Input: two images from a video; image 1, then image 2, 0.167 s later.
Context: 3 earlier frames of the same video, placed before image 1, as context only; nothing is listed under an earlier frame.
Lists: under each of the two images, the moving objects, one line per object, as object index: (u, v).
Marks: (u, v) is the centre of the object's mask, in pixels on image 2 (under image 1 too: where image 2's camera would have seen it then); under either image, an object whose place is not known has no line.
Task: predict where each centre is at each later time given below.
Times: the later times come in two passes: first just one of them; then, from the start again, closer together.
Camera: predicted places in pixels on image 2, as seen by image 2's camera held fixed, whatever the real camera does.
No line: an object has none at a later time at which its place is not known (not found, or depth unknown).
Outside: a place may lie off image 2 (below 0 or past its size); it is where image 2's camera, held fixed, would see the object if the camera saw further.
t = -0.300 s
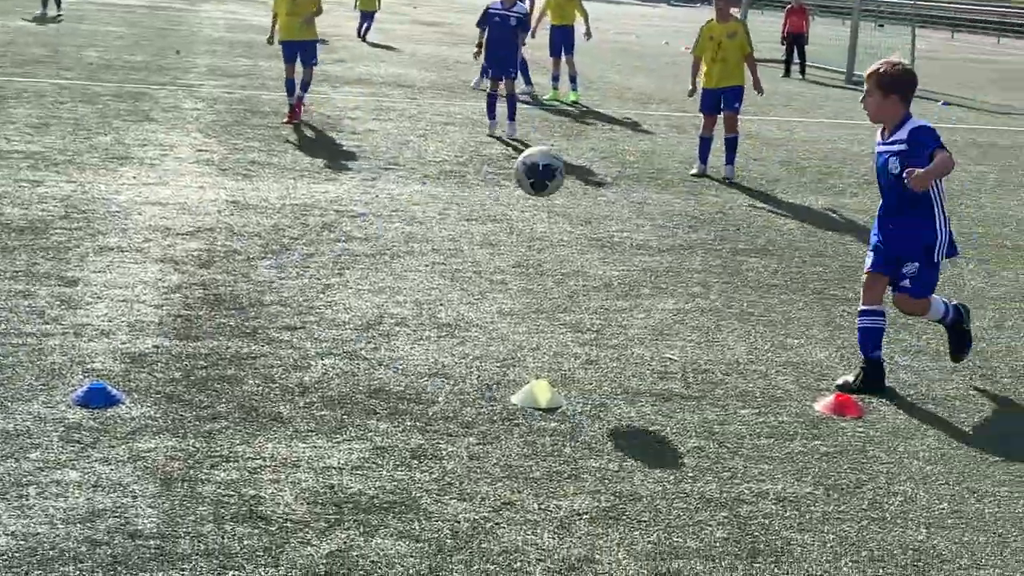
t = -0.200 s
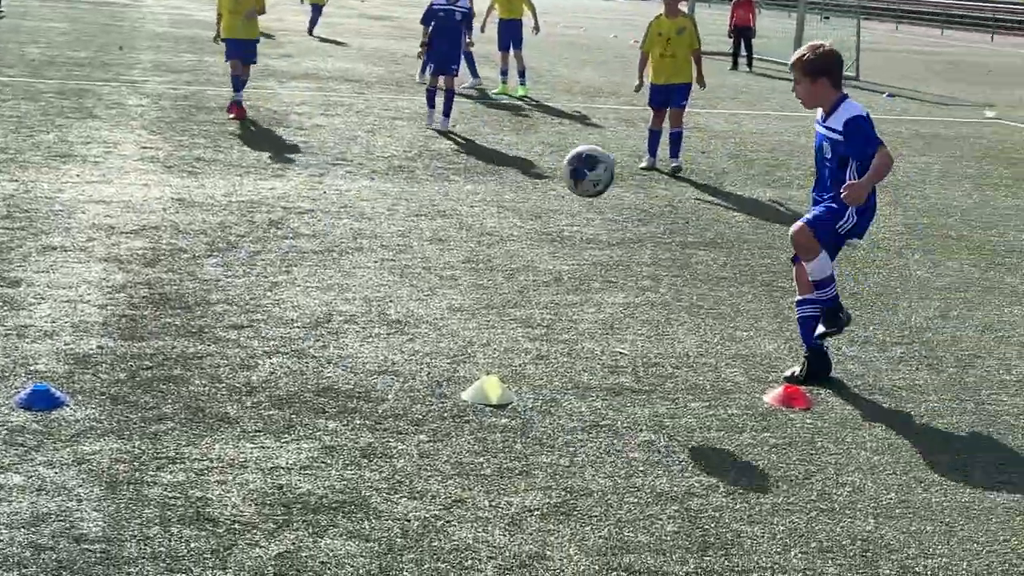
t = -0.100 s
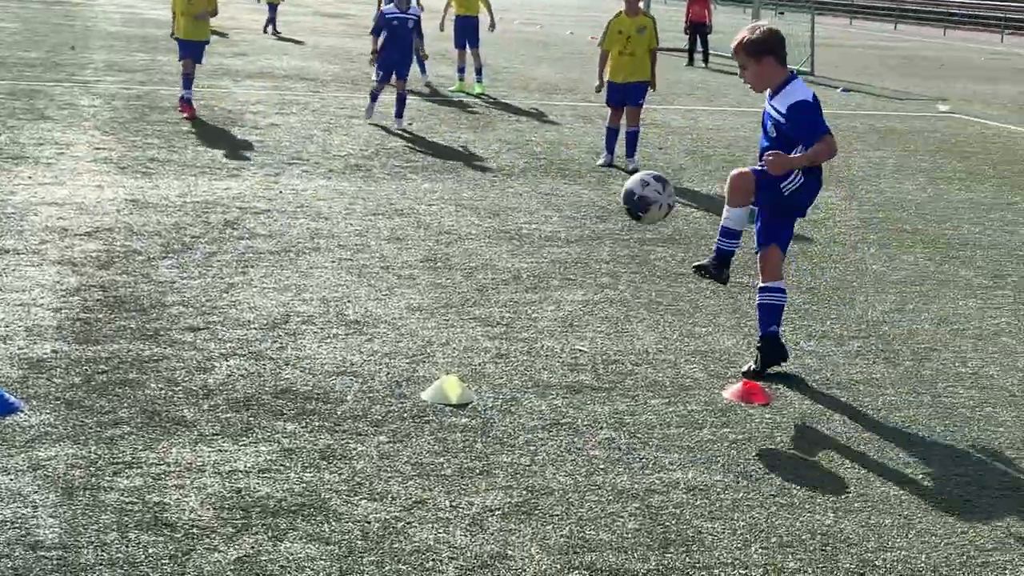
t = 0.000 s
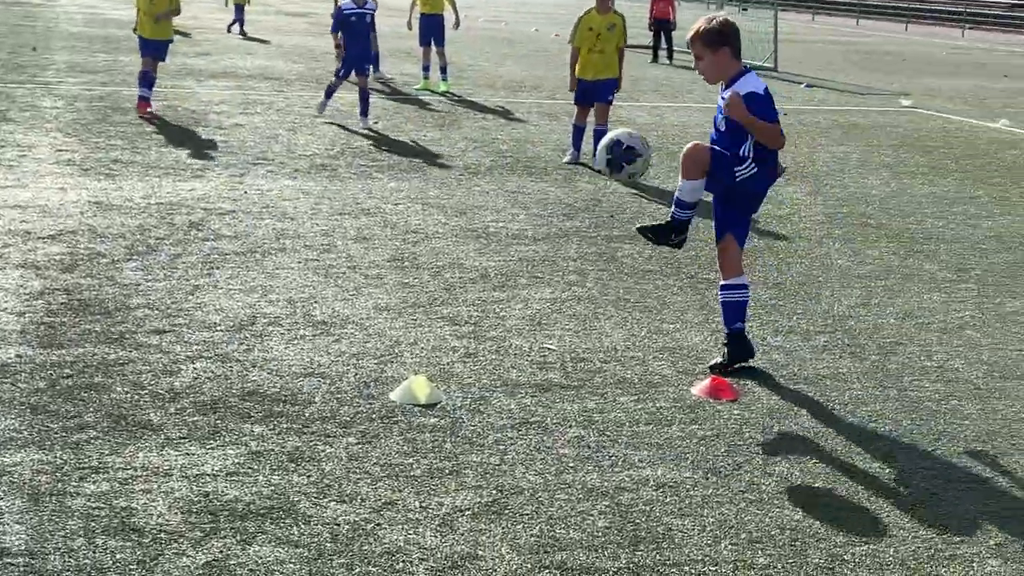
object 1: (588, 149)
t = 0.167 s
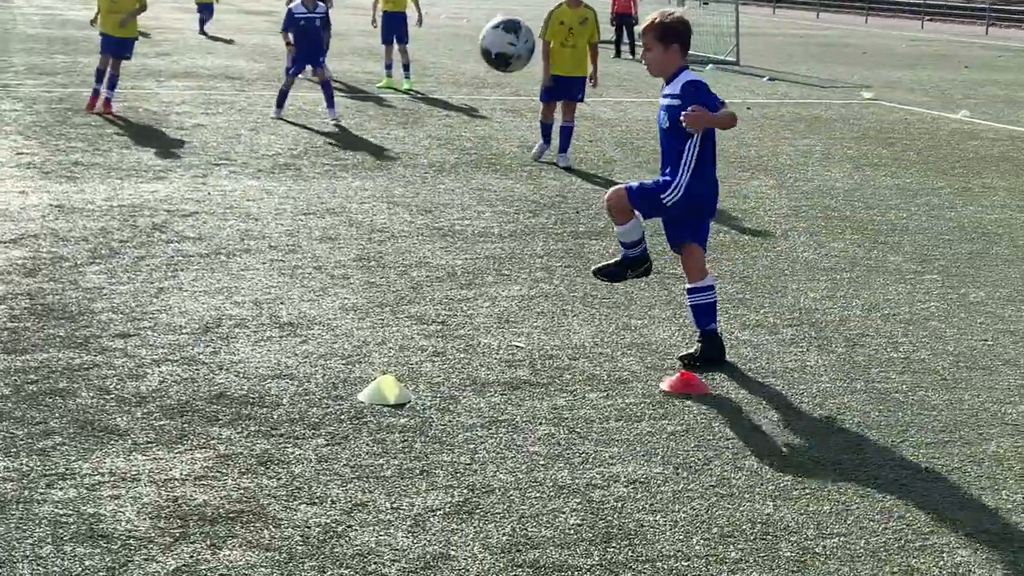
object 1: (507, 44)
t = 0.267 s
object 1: (459, 22)
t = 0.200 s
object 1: (491, 31)
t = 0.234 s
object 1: (475, 25)
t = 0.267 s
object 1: (459, 22)
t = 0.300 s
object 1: (444, 20)
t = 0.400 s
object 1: (398, 28)
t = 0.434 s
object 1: (382, 33)
